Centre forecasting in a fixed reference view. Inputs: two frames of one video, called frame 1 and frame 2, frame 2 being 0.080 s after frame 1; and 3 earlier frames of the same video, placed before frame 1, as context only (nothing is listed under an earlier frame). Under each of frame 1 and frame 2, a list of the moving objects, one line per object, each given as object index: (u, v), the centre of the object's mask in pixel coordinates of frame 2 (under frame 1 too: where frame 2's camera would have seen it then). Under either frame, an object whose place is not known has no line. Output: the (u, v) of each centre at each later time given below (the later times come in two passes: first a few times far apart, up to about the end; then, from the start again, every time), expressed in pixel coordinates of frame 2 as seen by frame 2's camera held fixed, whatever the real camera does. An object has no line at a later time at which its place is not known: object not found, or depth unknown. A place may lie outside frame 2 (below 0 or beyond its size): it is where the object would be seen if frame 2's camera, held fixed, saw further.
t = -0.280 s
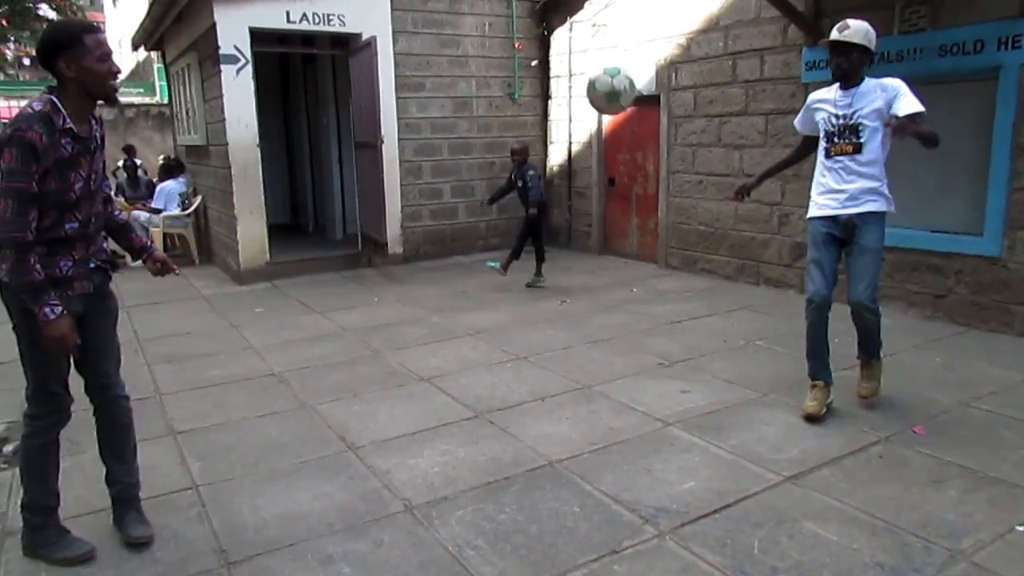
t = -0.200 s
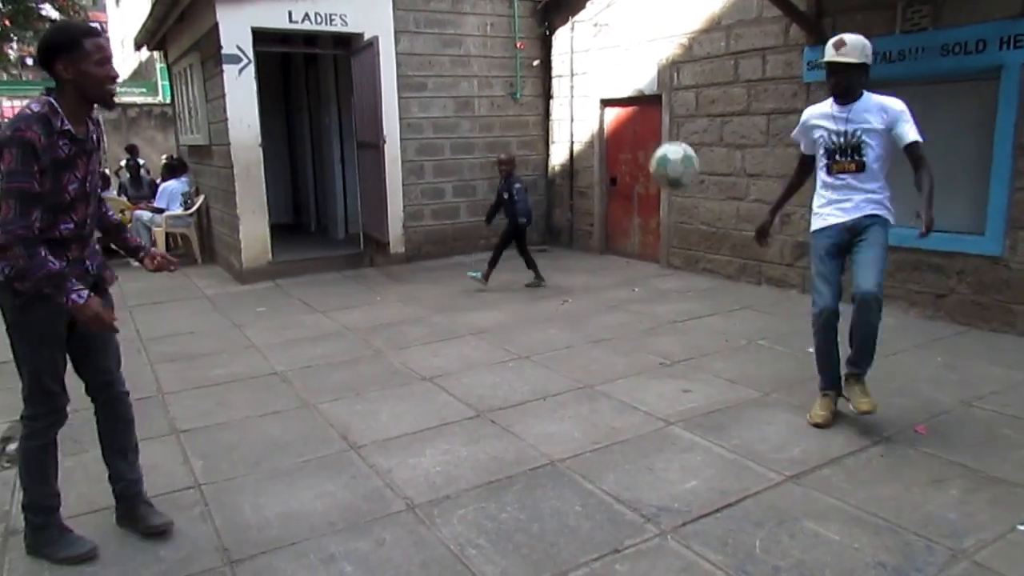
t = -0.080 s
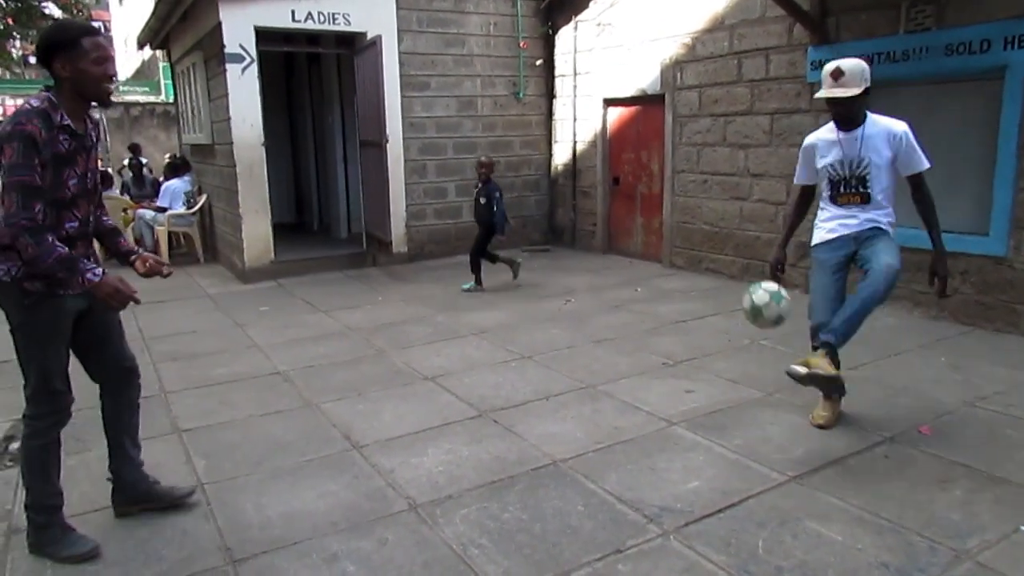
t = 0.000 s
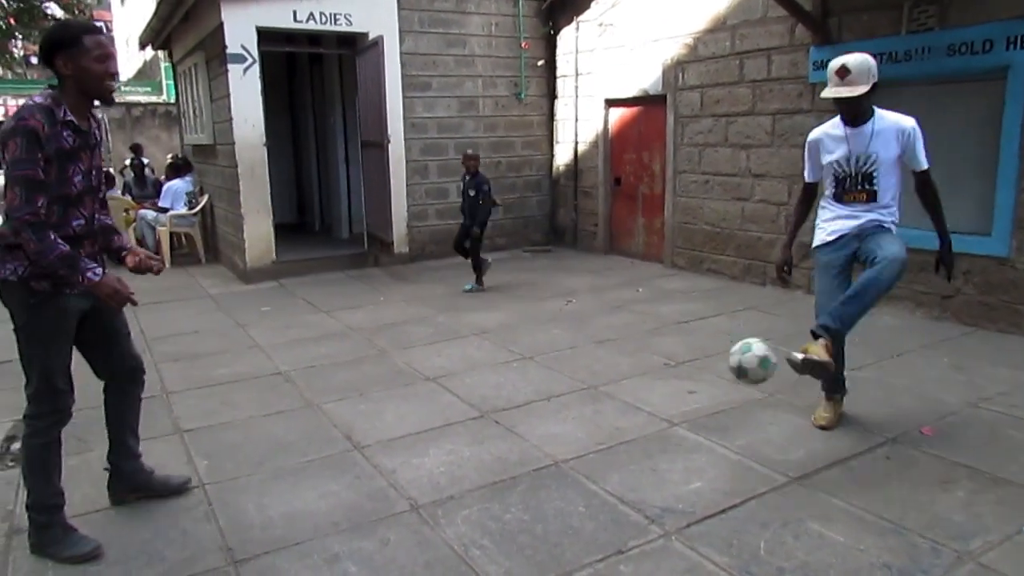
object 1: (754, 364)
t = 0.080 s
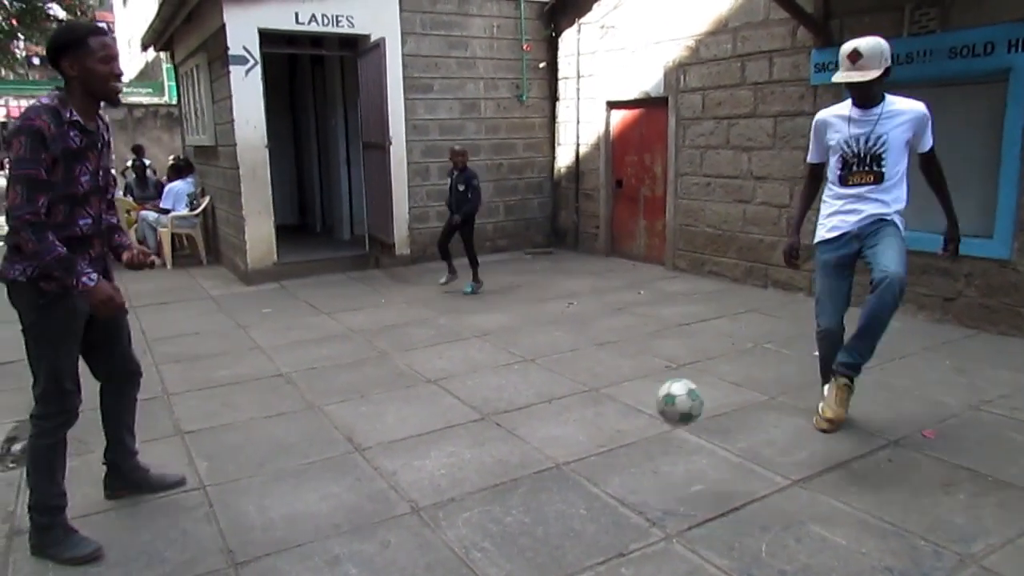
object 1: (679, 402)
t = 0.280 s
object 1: (520, 463)
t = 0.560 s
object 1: (339, 483)
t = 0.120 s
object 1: (642, 427)
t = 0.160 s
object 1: (607, 456)
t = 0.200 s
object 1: (573, 485)
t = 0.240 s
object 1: (545, 471)
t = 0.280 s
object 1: (520, 463)
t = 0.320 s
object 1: (492, 459)
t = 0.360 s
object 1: (467, 460)
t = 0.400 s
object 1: (442, 463)
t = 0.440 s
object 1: (416, 470)
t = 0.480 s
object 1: (390, 481)
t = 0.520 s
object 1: (365, 491)
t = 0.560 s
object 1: (339, 483)
